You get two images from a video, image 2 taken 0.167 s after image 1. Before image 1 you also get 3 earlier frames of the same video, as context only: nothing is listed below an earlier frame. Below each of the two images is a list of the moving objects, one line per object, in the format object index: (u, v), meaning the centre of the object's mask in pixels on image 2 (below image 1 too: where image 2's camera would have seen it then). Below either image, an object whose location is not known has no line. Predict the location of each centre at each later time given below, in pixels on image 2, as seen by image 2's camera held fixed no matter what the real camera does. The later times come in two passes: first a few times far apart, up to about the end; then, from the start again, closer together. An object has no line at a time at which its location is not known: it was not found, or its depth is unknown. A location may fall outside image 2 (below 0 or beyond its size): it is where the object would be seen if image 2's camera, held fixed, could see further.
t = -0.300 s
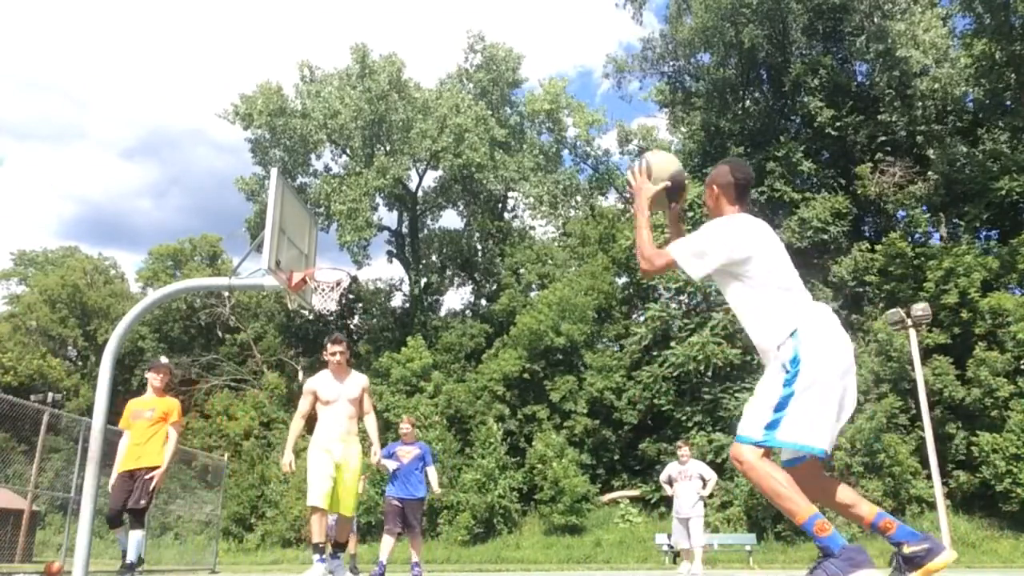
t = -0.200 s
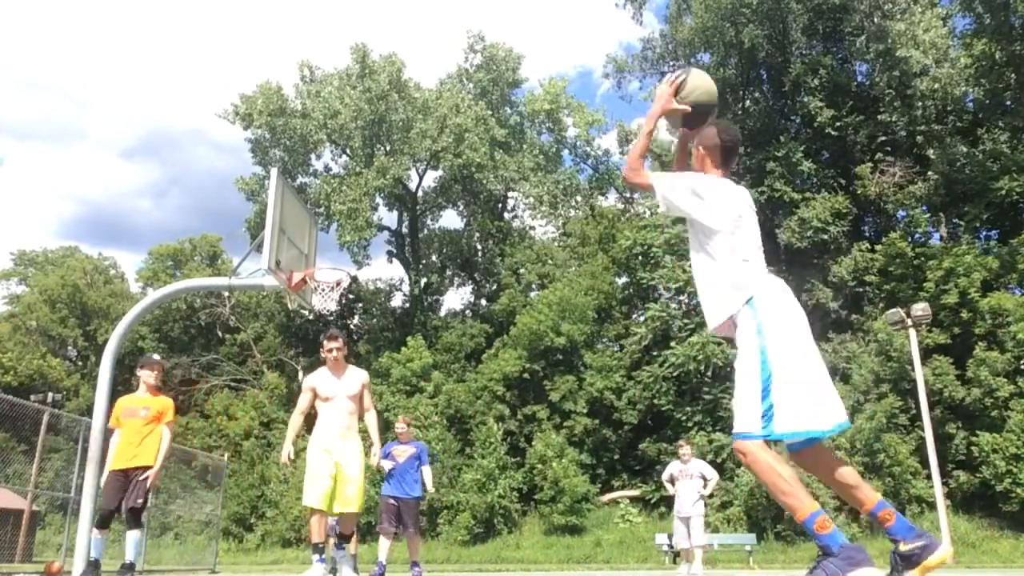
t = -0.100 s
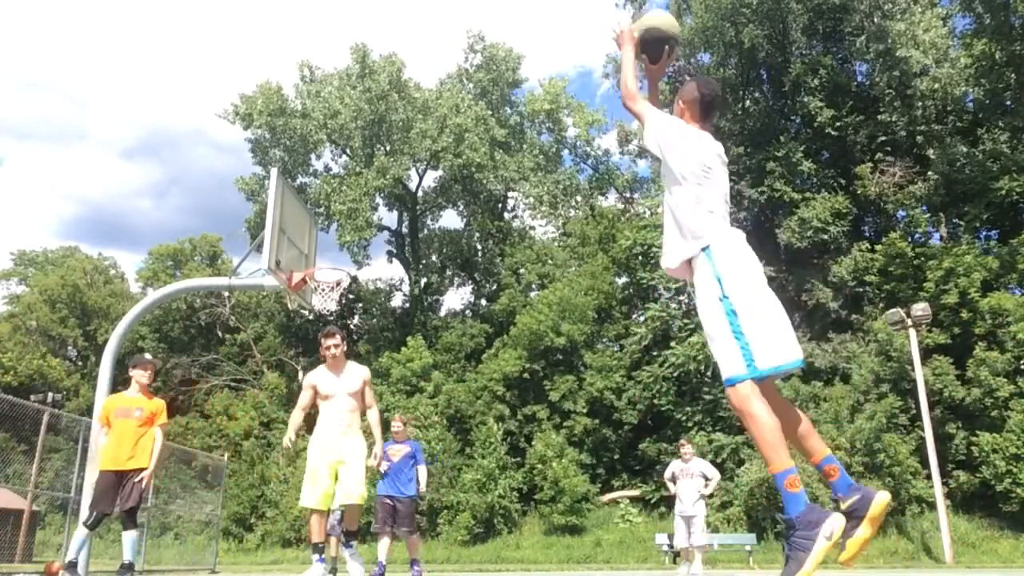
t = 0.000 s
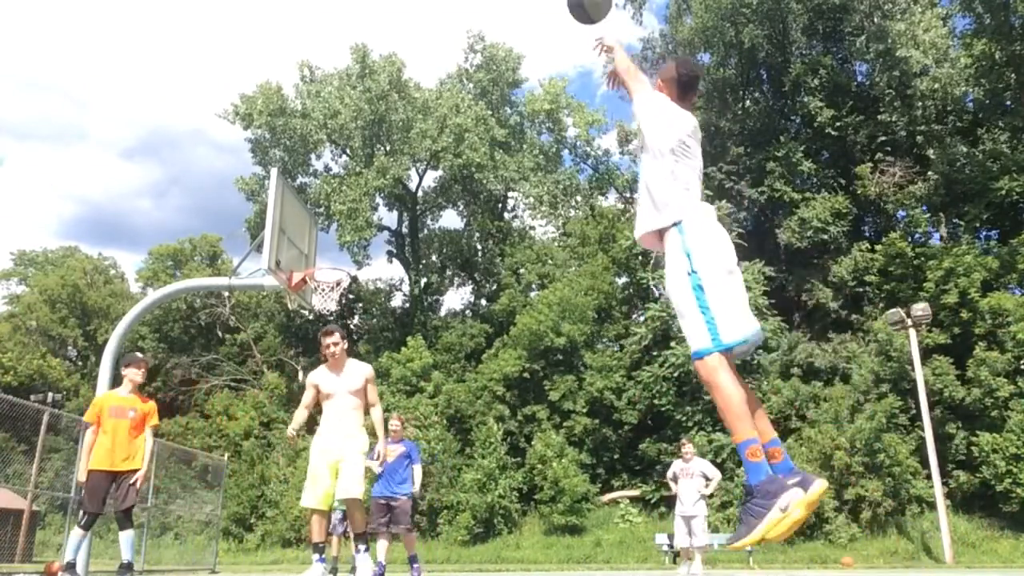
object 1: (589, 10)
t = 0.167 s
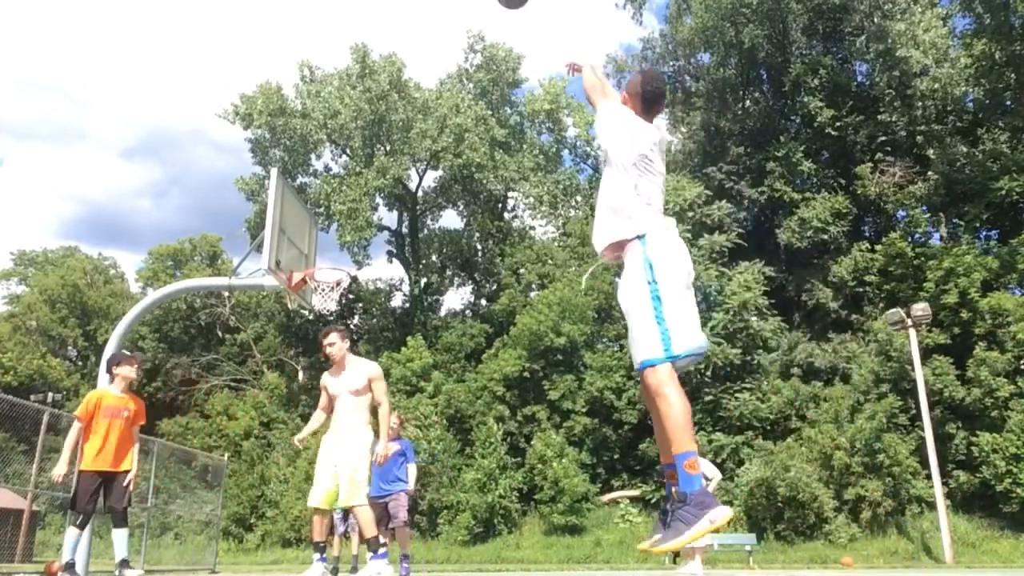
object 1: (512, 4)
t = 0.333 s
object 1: (459, 15)
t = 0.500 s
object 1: (419, 60)
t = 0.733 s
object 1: (376, 147)
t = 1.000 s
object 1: (327, 274)
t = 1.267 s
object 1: (325, 276)
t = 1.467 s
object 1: (341, 290)
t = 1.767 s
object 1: (305, 342)
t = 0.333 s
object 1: (459, 15)
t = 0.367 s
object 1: (451, 23)
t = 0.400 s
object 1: (442, 32)
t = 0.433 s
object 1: (434, 42)
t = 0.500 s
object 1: (419, 60)
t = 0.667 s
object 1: (387, 118)
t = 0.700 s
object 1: (381, 132)
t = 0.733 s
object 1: (376, 147)
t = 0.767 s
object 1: (370, 162)
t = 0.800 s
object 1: (363, 177)
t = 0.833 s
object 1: (358, 192)
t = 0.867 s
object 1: (353, 207)
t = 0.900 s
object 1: (348, 225)
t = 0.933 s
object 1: (343, 242)
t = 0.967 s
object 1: (338, 259)
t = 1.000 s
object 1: (327, 274)
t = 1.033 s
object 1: (323, 274)
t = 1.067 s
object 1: (321, 275)
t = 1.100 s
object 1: (326, 273)
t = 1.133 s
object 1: (327, 274)
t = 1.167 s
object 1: (320, 276)
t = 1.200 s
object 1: (319, 275)
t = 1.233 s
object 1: (318, 277)
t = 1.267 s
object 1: (325, 276)
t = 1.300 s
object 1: (325, 274)
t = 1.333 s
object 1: (327, 275)
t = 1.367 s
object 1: (344, 286)
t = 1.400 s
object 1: (343, 287)
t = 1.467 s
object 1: (341, 290)
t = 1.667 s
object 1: (316, 316)
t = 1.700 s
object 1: (313, 325)
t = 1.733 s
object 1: (309, 333)
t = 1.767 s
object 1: (305, 342)
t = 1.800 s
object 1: (300, 353)
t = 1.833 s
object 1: (297, 363)
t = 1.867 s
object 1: (293, 375)
